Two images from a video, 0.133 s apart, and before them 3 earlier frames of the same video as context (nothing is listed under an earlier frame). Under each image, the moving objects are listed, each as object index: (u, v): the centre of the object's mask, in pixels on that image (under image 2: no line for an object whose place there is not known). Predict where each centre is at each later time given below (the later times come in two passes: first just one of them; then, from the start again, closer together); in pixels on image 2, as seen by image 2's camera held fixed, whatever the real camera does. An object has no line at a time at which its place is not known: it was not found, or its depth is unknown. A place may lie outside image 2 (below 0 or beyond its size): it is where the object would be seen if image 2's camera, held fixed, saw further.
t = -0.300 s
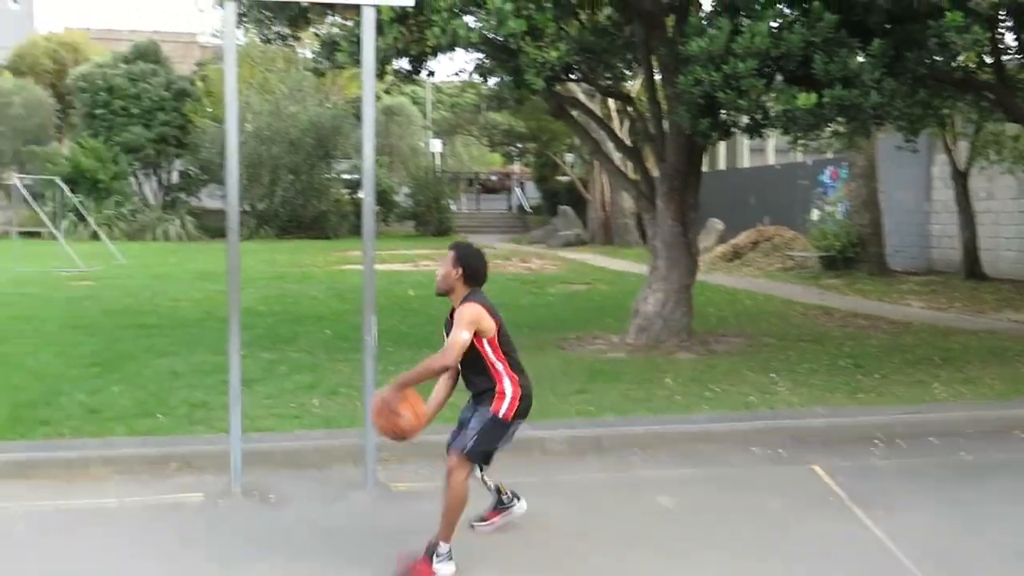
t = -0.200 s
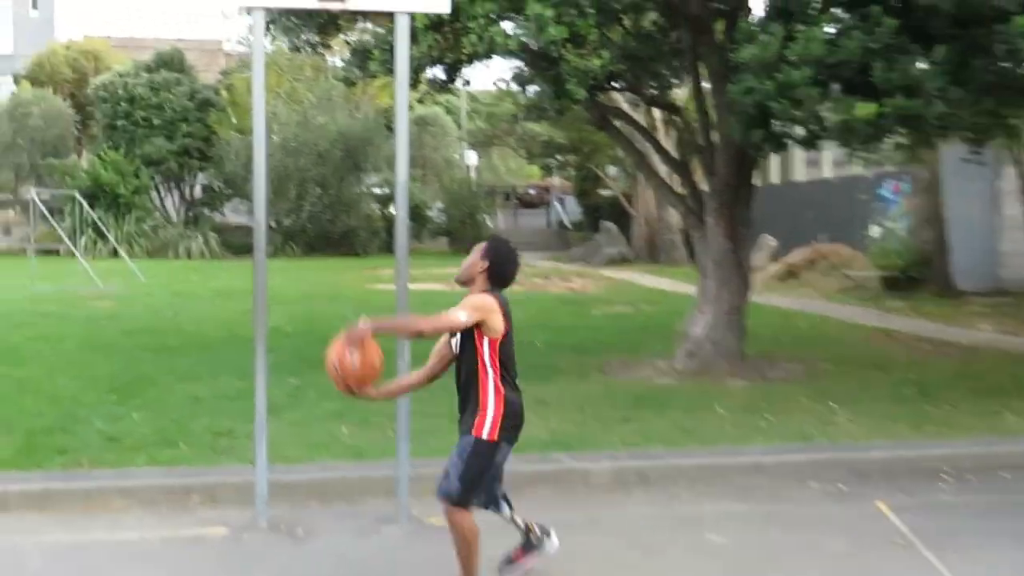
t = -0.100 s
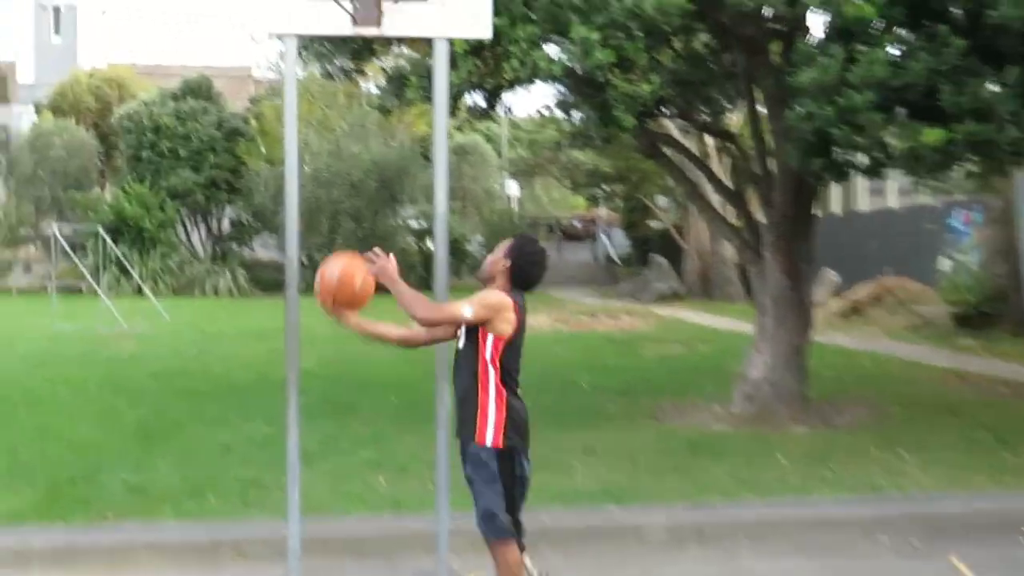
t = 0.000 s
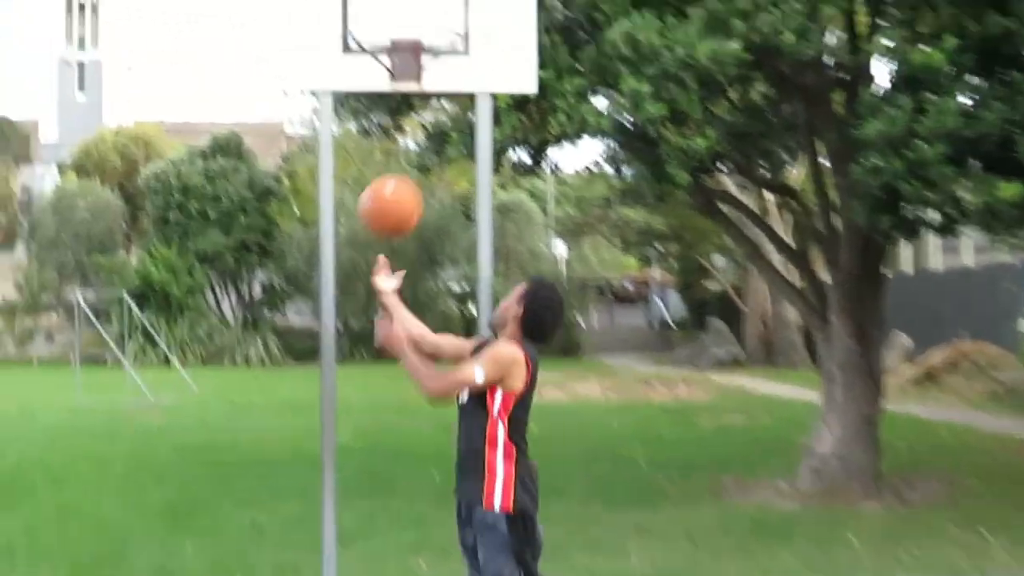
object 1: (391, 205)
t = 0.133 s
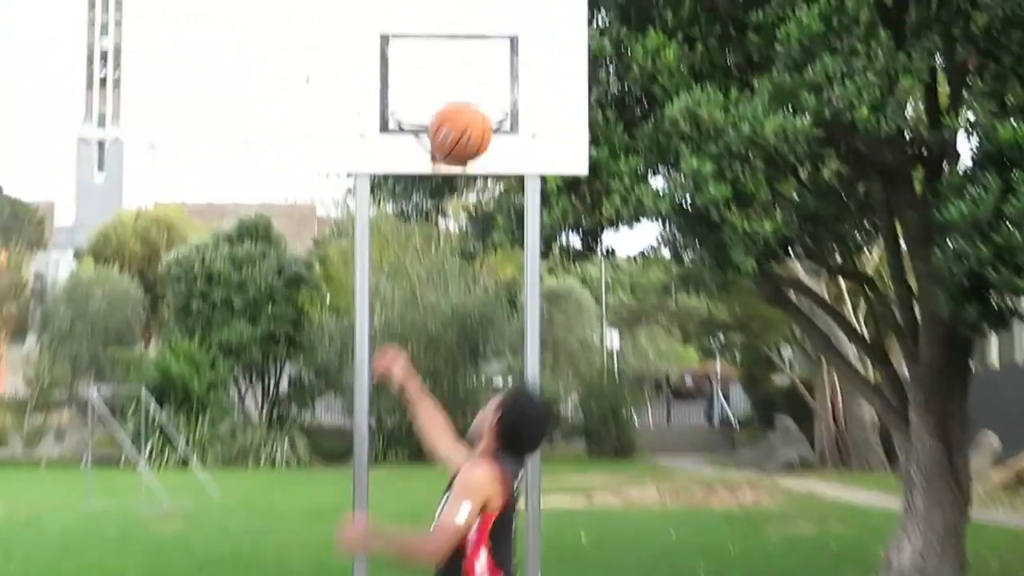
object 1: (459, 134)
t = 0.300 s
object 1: (493, 0)
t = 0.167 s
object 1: (466, 102)
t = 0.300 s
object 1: (493, 0)
